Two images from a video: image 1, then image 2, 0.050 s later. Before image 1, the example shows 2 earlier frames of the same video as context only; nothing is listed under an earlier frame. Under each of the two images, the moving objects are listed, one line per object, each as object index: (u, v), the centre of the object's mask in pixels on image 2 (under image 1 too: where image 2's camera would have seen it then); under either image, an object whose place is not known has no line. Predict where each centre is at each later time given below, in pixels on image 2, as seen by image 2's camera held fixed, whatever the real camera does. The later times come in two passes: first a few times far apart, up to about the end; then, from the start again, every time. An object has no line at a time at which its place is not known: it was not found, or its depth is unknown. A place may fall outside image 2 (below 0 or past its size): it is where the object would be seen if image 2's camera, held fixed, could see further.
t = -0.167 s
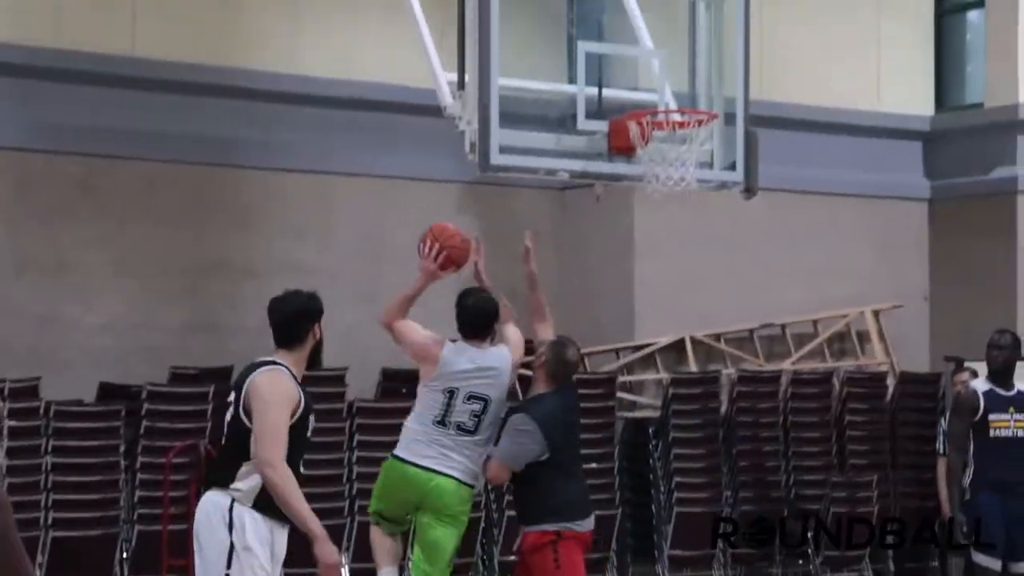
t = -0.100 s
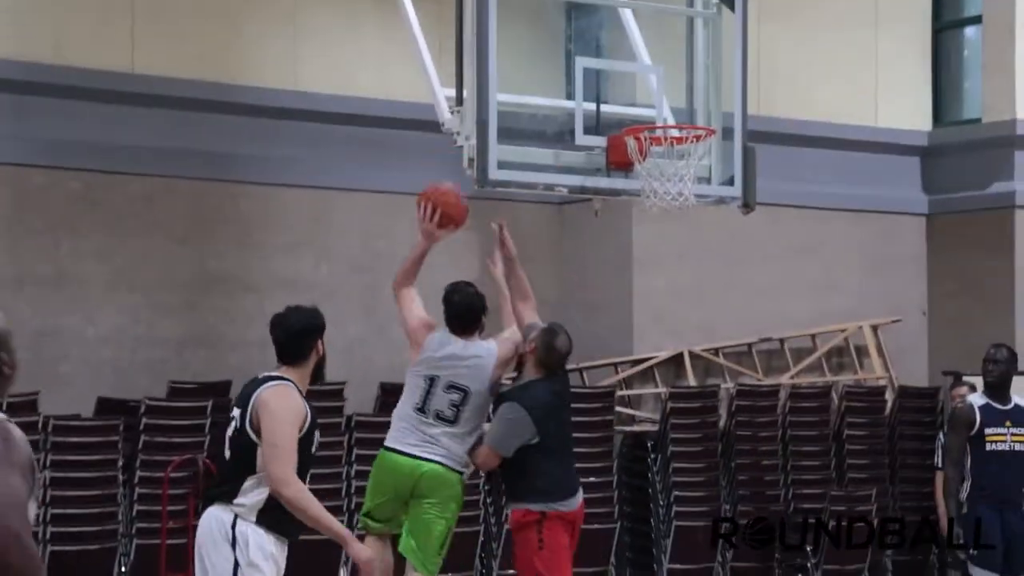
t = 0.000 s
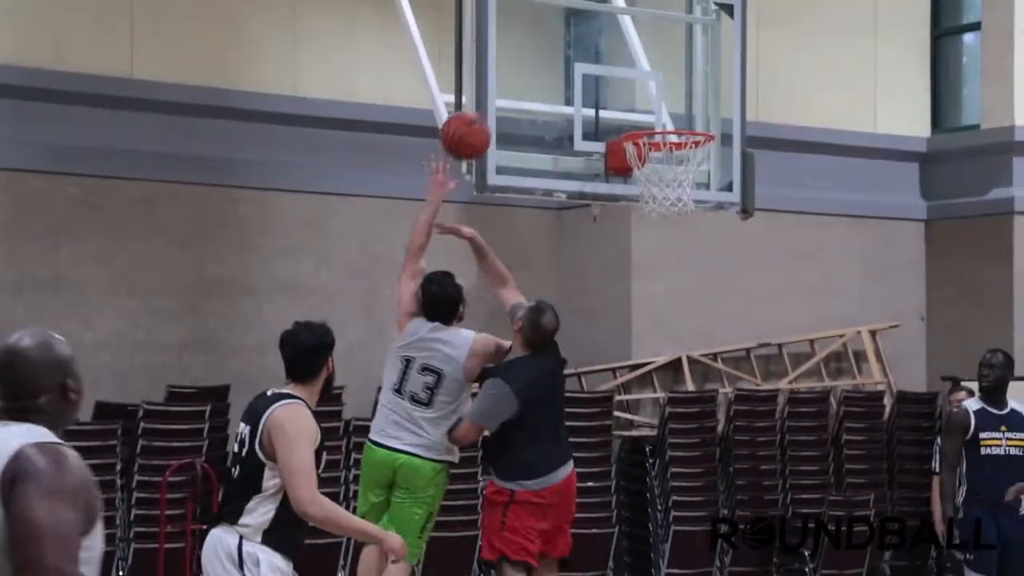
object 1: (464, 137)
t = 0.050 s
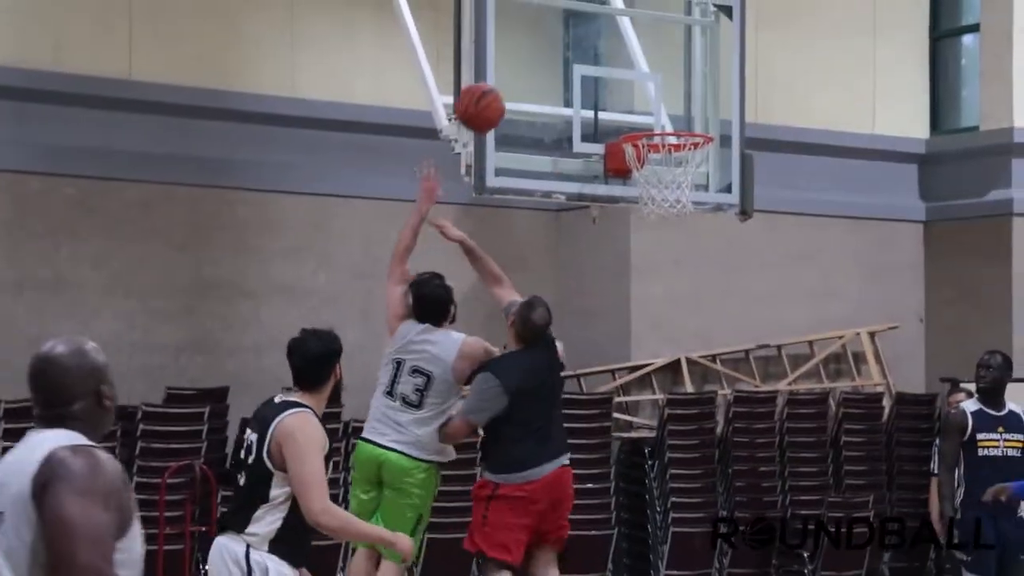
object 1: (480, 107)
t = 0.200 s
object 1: (523, 53)
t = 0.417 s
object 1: (580, 53)
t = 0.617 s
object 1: (657, 106)
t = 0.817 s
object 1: (689, 186)
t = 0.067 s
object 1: (485, 99)
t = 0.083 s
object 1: (490, 91)
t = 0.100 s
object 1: (495, 84)
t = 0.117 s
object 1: (500, 77)
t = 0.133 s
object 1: (504, 71)
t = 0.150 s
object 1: (509, 66)
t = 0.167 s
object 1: (513, 61)
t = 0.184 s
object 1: (518, 57)
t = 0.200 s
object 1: (523, 53)
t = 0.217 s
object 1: (527, 50)
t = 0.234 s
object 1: (531, 47)
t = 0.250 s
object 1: (536, 46)
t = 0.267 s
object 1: (540, 44)
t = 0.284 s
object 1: (544, 44)
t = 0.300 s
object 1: (549, 43)
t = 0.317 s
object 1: (553, 43)
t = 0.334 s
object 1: (558, 44)
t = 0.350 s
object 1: (562, 45)
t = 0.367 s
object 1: (566, 47)
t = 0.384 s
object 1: (570, 49)
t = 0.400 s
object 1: (574, 52)
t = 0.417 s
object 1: (580, 53)
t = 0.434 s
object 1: (586, 55)
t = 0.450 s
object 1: (593, 57)
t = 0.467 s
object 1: (599, 58)
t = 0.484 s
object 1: (606, 62)
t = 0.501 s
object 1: (613, 66)
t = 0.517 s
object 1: (619, 70)
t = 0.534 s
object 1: (625, 75)
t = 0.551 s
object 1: (632, 80)
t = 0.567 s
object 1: (638, 86)
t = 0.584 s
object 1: (645, 92)
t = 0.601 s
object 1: (651, 98)
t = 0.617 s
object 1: (657, 106)
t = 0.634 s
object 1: (664, 113)
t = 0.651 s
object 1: (670, 117)
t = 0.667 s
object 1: (676, 127)
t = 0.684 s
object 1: (682, 142)
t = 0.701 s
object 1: (688, 154)
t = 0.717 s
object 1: (691, 159)
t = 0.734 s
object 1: (693, 163)
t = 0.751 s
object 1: (693, 169)
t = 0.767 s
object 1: (693, 174)
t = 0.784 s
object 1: (692, 177)
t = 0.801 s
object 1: (690, 182)
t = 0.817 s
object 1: (689, 186)
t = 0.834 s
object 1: (688, 190)
